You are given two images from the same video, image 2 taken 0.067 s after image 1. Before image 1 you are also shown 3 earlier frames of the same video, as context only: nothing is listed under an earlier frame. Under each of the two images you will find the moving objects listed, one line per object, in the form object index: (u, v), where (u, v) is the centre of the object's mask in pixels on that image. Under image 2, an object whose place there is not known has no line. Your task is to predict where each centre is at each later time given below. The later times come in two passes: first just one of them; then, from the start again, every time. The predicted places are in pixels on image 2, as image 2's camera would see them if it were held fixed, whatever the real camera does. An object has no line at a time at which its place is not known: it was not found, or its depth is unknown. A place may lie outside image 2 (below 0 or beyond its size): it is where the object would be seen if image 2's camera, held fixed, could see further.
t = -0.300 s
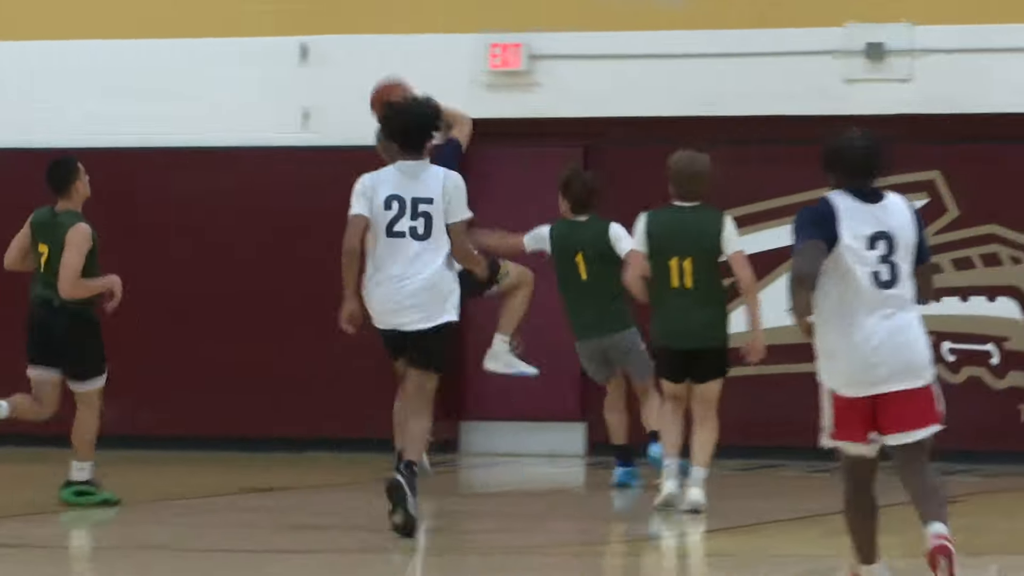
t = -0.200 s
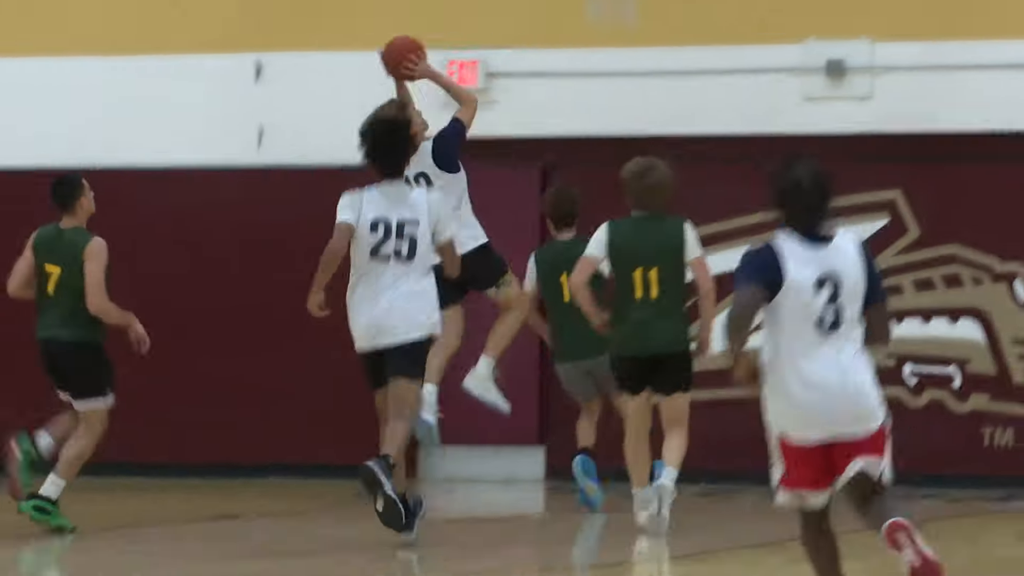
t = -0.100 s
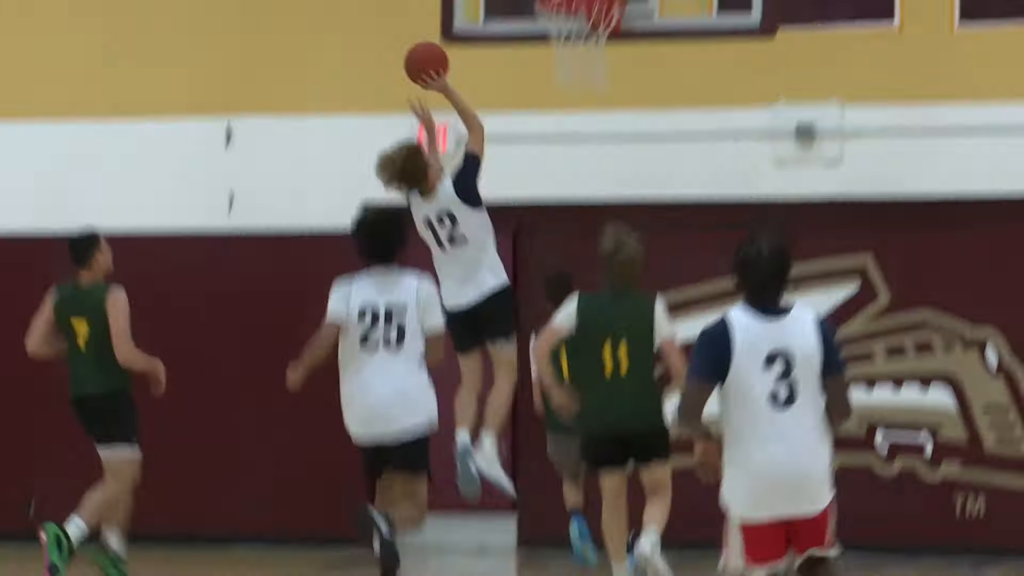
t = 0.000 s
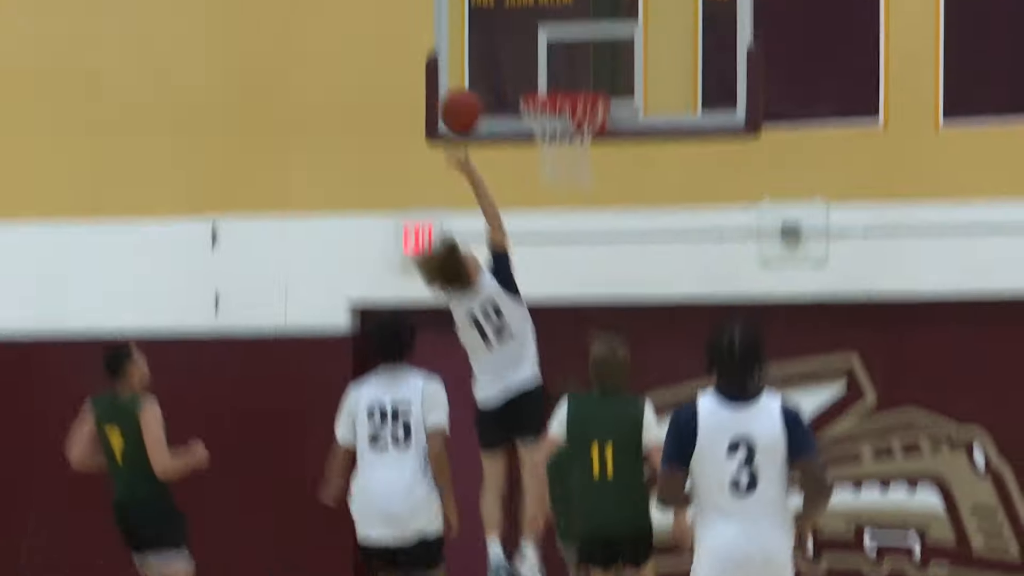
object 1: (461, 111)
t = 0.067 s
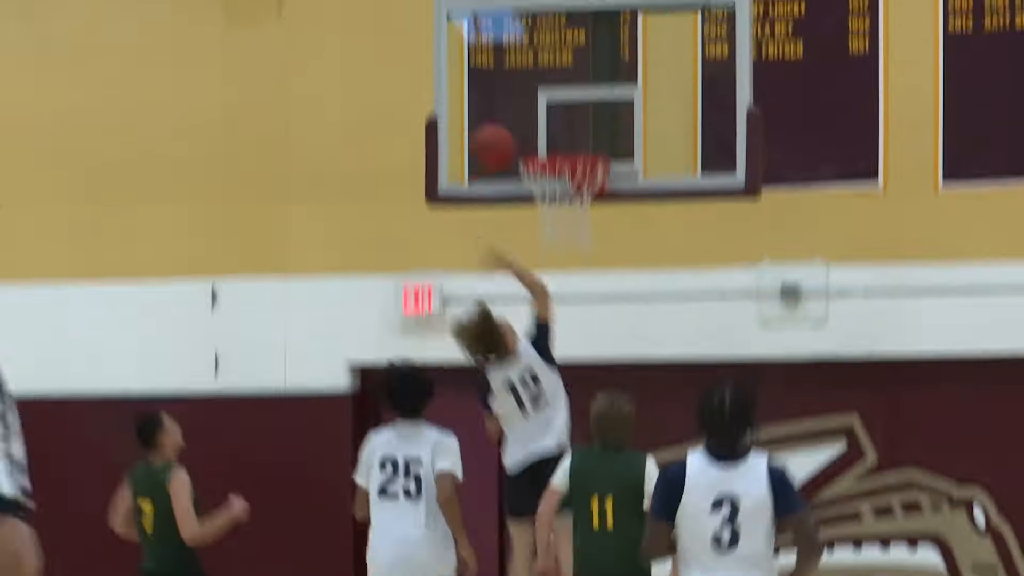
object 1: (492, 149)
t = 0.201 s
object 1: (541, 125)
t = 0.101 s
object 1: (509, 138)
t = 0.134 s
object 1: (522, 132)
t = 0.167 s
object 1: (538, 127)
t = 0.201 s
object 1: (541, 125)
